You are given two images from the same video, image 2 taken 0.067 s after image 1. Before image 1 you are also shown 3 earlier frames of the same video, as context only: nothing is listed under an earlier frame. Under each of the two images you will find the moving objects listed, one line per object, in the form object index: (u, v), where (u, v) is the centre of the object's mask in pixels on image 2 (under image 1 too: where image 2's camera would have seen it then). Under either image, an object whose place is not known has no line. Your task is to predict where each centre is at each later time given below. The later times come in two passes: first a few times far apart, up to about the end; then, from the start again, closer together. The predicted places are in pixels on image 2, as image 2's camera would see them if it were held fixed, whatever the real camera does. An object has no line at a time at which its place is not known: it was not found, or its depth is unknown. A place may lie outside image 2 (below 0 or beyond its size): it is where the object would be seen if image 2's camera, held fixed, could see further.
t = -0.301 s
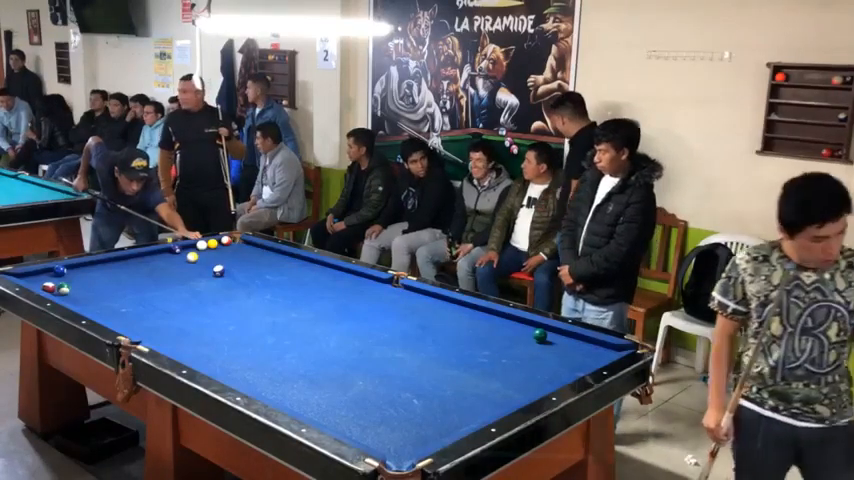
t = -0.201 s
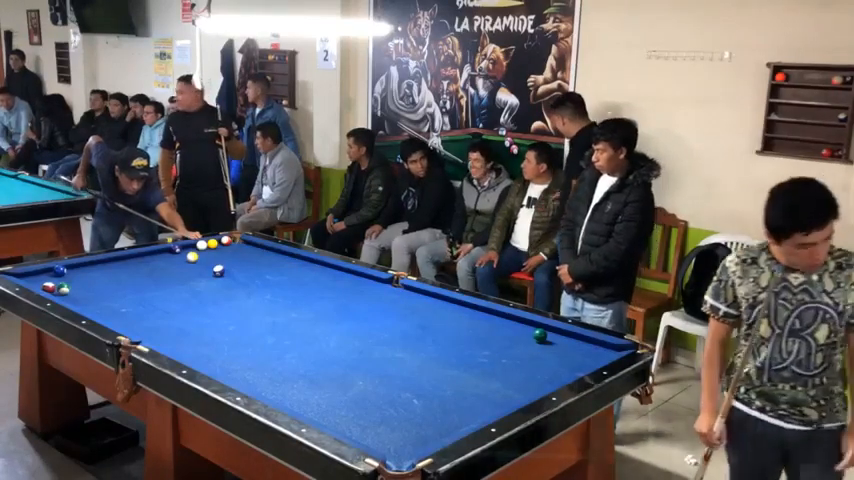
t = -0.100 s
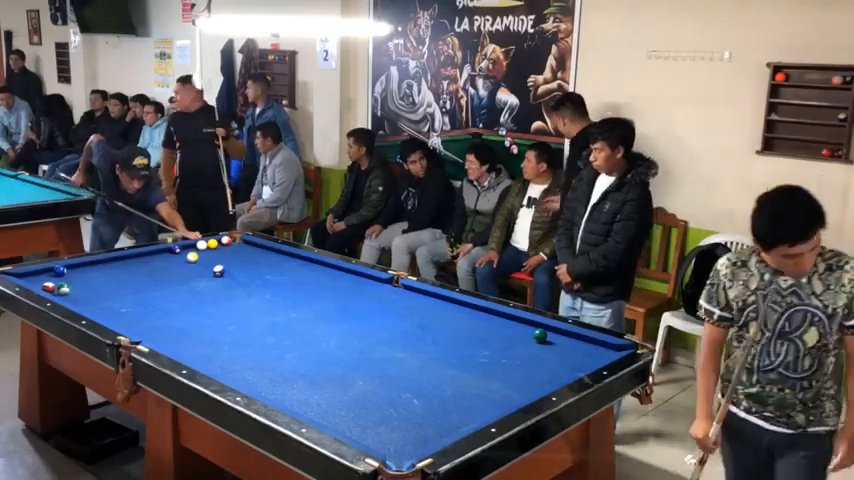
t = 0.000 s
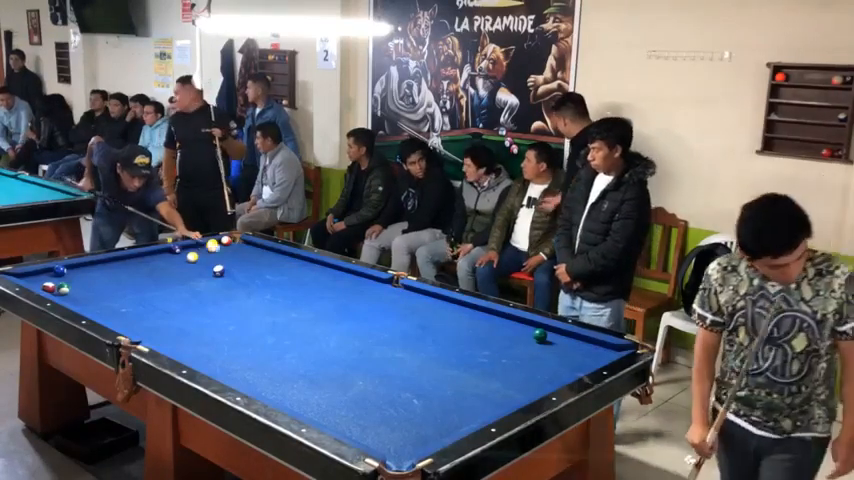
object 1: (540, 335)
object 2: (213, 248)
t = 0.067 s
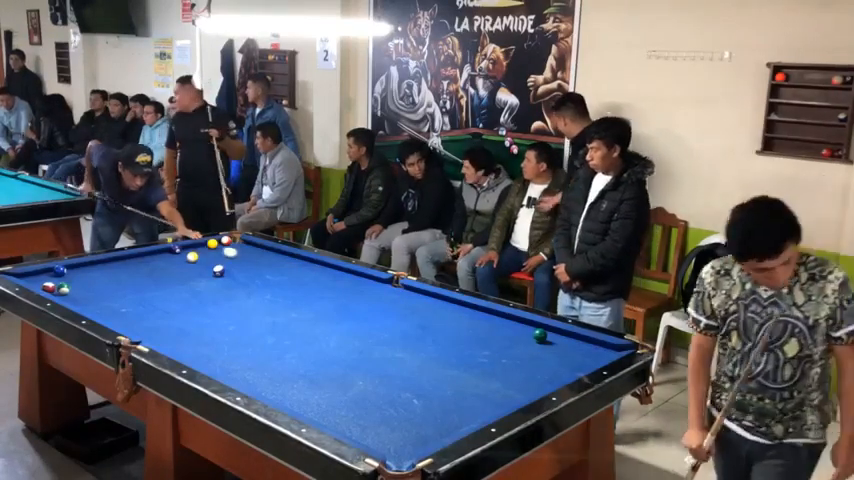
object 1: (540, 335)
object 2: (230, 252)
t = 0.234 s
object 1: (540, 335)
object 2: (275, 263)
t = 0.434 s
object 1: (540, 335)
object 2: (334, 279)
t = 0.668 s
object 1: (540, 335)
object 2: (413, 300)
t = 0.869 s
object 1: (540, 335)
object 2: (490, 320)
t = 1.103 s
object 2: (526, 333)
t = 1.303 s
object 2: (540, 341)
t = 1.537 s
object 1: (540, 327)
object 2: (558, 349)
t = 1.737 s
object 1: (508, 319)
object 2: (574, 357)
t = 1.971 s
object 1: (473, 311)
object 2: (581, 361)
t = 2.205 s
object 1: (439, 304)
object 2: (565, 359)
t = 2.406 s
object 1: (414, 298)
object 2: (551, 357)
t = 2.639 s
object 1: (385, 291)
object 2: (536, 355)
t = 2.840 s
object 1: (362, 286)
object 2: (524, 353)
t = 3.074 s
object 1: (336, 281)
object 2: (511, 351)
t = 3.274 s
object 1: (316, 276)
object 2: (502, 350)
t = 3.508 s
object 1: (293, 270)
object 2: (491, 348)
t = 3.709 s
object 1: (276, 267)
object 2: (482, 347)
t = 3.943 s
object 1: (257, 262)
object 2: (473, 346)
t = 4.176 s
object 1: (239, 258)
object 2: (465, 345)
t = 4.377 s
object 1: (225, 254)
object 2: (459, 344)
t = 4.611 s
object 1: (208, 251)
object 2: (452, 343)
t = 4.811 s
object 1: (196, 246)
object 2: (448, 343)
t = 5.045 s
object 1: (194, 247)
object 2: (442, 342)
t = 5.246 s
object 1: (197, 249)
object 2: (440, 342)
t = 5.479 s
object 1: (203, 252)
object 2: (437, 342)
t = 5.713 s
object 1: (208, 254)
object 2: (435, 342)
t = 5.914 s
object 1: (213, 255)
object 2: (434, 341)
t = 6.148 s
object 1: (219, 258)
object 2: (434, 341)
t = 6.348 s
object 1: (223, 259)
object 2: (434, 341)
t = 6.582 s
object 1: (227, 261)
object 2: (434, 341)
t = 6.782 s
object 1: (229, 262)
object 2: (434, 341)
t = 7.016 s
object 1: (234, 263)
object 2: (434, 341)
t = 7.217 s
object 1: (237, 264)
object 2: (434, 341)
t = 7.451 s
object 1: (240, 265)
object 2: (434, 341)
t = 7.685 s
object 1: (242, 266)
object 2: (434, 341)
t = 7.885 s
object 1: (244, 266)
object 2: (434, 341)
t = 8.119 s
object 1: (246, 266)
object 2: (434, 341)
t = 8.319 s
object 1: (247, 266)
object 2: (434, 341)
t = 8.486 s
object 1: (248, 266)
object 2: (434, 341)
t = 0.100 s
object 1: (540, 335)
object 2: (238, 254)
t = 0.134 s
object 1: (540, 335)
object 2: (247, 256)
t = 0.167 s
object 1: (540, 335)
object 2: (256, 259)
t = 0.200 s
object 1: (540, 335)
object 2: (265, 261)
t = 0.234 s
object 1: (540, 335)
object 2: (275, 263)
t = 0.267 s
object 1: (540, 335)
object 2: (284, 266)
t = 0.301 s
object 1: (540, 335)
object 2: (294, 269)
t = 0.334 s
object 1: (540, 335)
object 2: (304, 271)
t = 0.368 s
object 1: (540, 335)
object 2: (314, 274)
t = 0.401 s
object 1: (540, 335)
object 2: (324, 277)
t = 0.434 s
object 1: (540, 335)
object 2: (334, 279)
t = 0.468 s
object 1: (540, 335)
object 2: (345, 282)
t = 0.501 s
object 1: (540, 335)
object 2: (356, 285)
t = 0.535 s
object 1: (540, 335)
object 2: (367, 288)
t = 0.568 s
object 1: (540, 335)
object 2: (378, 291)
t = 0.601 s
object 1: (540, 335)
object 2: (390, 294)
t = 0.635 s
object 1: (540, 335)
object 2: (401, 297)
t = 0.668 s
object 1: (540, 335)
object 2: (413, 300)
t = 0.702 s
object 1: (540, 335)
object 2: (425, 303)
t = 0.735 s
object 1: (540, 335)
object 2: (438, 307)
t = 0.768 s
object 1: (540, 335)
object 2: (450, 310)
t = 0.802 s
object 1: (540, 335)
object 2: (463, 313)
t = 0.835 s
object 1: (540, 335)
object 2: (477, 317)
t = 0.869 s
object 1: (540, 335)
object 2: (490, 320)
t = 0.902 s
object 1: (540, 335)
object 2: (504, 324)
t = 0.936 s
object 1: (540, 335)
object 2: (518, 328)
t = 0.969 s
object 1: (548, 338)
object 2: (525, 331)
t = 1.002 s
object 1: (561, 340)
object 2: (524, 331)
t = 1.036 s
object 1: (574, 343)
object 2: (524, 332)
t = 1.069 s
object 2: (525, 333)
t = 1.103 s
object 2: (526, 333)
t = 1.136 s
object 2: (527, 334)
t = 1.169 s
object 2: (530, 336)
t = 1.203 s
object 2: (533, 337)
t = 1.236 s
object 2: (535, 338)
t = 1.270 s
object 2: (538, 339)
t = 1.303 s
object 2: (540, 341)
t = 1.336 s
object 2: (543, 341)
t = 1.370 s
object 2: (545, 343)
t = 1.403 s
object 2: (547, 344)
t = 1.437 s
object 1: (558, 331)
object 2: (550, 345)
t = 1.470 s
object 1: (553, 331)
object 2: (552, 346)
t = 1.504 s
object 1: (547, 329)
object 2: (555, 348)
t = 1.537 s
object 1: (540, 327)
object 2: (558, 349)
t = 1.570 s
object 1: (535, 326)
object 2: (561, 351)
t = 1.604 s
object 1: (530, 324)
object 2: (563, 352)
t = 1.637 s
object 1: (524, 323)
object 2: (566, 353)
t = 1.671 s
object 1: (519, 322)
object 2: (568, 354)
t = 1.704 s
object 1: (513, 321)
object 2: (571, 355)
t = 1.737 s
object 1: (508, 319)
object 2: (574, 357)
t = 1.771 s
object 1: (502, 318)
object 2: (576, 358)
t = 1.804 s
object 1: (498, 317)
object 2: (580, 359)
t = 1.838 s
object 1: (493, 316)
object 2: (581, 360)
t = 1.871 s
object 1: (488, 315)
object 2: (584, 361)
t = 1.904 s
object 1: (483, 313)
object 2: (586, 362)
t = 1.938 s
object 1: (477, 312)
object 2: (584, 362)
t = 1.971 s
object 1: (473, 311)
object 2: (581, 361)
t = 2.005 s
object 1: (468, 310)
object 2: (579, 361)
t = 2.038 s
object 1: (463, 309)
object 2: (577, 361)
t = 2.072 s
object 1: (458, 308)
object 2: (574, 361)
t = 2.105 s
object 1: (454, 307)
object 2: (572, 360)
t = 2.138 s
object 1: (449, 306)
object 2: (569, 360)
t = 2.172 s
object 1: (444, 305)
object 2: (567, 359)
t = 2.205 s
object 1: (439, 304)
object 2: (565, 359)
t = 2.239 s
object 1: (434, 303)
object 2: (562, 359)
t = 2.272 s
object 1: (431, 302)
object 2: (560, 359)
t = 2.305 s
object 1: (426, 301)
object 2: (558, 359)
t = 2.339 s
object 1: (421, 300)
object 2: (555, 358)
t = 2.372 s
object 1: (417, 299)
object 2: (553, 358)
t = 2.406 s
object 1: (414, 298)
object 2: (551, 357)
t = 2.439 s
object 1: (408, 296)
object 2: (549, 357)
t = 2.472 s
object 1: (404, 296)
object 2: (546, 357)
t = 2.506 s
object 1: (401, 295)
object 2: (544, 357)
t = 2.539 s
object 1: (396, 294)
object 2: (542, 356)
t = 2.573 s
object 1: (393, 293)
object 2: (540, 356)
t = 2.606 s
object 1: (389, 292)
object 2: (538, 355)
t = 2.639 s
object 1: (385, 291)
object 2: (536, 355)
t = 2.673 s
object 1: (381, 291)
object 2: (534, 355)
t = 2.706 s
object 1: (376, 289)
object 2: (532, 354)
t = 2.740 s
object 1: (373, 289)
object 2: (530, 354)
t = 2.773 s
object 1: (369, 288)
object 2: (528, 354)
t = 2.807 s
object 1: (365, 287)
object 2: (526, 353)
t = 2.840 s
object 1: (362, 286)
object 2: (524, 353)
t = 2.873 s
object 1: (358, 285)
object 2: (522, 353)
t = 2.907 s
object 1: (354, 285)
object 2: (520, 353)
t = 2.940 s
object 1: (350, 284)
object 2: (518, 352)
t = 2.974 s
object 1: (347, 283)
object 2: (517, 352)
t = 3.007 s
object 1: (344, 282)
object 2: (515, 352)
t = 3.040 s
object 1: (340, 281)
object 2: (513, 351)
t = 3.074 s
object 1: (336, 281)
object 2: (511, 351)
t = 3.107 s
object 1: (333, 280)
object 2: (510, 351)
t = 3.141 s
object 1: (329, 279)
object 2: (508, 351)
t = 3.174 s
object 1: (326, 278)
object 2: (506, 350)
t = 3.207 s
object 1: (322, 277)
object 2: (504, 350)
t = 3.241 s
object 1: (319, 277)
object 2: (503, 350)
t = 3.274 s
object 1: (316, 276)
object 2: (502, 350)
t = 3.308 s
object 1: (313, 275)
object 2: (500, 349)
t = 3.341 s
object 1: (310, 275)
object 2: (498, 349)
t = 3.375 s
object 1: (306, 274)
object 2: (496, 349)
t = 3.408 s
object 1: (303, 273)
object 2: (495, 348)
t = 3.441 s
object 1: (300, 273)
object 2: (493, 348)
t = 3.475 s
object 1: (296, 271)
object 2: (492, 348)
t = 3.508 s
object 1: (293, 270)
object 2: (491, 348)
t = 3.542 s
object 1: (291, 270)
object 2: (489, 348)
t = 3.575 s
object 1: (288, 270)
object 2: (488, 347)
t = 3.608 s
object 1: (285, 269)
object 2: (486, 348)
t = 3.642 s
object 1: (282, 268)
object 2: (485, 347)
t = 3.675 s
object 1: (279, 268)
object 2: (483, 347)
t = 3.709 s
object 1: (276, 267)
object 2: (482, 347)
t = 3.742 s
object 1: (273, 266)
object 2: (481, 347)
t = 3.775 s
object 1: (270, 265)
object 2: (479, 346)
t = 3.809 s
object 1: (267, 265)
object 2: (478, 346)
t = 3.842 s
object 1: (265, 264)
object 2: (477, 346)
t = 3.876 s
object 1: (263, 263)
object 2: (476, 346)
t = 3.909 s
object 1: (259, 263)
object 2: (474, 346)
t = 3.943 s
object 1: (257, 262)
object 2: (473, 346)
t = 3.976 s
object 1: (254, 262)
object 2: (472, 346)
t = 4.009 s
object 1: (252, 261)
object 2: (471, 346)
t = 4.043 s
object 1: (250, 261)
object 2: (469, 346)
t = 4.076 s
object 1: (246, 259)
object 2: (469, 345)
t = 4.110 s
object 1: (243, 259)
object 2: (467, 345)
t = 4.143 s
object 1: (241, 258)
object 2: (466, 345)
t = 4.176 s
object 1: (239, 258)
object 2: (465, 345)
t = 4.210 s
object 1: (237, 257)
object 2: (464, 345)
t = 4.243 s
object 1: (234, 257)
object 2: (463, 345)
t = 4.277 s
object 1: (232, 257)
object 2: (462, 345)
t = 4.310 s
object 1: (229, 256)
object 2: (461, 345)
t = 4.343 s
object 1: (228, 255)
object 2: (460, 344)
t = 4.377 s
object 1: (225, 254)
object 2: (459, 344)
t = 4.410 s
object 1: (221, 254)
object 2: (458, 344)
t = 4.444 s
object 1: (220, 253)
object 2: (457, 344)
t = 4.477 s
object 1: (218, 253)
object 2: (456, 344)
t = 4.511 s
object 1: (217, 252)
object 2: (455, 344)
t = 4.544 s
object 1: (214, 252)
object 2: (454, 344)
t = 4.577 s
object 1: (212, 251)
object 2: (453, 343)
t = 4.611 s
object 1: (208, 251)
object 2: (452, 343)
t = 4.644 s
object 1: (205, 251)
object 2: (452, 343)
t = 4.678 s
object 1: (204, 250)
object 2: (451, 343)
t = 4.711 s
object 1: (203, 249)
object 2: (450, 343)
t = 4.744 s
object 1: (200, 248)
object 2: (449, 343)
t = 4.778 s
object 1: (198, 246)
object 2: (448, 343)
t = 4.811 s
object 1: (196, 246)
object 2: (448, 343)
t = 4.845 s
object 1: (194, 246)
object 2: (447, 342)
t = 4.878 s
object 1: (192, 246)
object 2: (446, 342)
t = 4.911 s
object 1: (191, 246)
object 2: (446, 342)
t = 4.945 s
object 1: (192, 246)
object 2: (445, 342)
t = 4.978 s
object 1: (191, 246)
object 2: (444, 342)
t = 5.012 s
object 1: (193, 246)
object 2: (444, 342)
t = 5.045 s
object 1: (194, 247)
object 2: (442, 342)
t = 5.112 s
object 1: (194, 247)
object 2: (442, 342)
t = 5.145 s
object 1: (195, 248)
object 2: (441, 342)
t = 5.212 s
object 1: (196, 248)
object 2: (440, 342)
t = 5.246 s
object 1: (197, 249)
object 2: (440, 342)
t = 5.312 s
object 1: (199, 250)
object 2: (439, 342)
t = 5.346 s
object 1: (200, 250)
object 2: (438, 342)
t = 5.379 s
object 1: (201, 252)
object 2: (438, 342)
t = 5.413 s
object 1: (202, 252)
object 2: (438, 342)
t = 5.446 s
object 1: (202, 252)
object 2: (437, 341)
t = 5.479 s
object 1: (203, 252)
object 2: (437, 342)
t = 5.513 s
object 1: (203, 252)
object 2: (437, 342)
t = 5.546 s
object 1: (204, 252)
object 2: (436, 342)
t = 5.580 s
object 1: (205, 252)
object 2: (436, 342)
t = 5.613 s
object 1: (208, 253)
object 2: (436, 342)
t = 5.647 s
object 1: (209, 254)
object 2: (435, 342)
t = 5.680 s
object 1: (209, 254)
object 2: (435, 342)
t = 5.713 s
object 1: (208, 254)
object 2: (435, 342)
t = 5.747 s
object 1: (208, 254)
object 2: (435, 341)
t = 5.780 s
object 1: (210, 255)
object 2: (435, 342)
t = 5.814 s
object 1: (211, 255)
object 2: (435, 342)
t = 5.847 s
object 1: (212, 255)
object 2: (435, 342)
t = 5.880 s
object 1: (212, 255)
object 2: (435, 342)
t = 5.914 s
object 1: (213, 255)
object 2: (434, 341)
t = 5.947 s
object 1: (213, 255)
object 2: (434, 341)
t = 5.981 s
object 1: (214, 256)
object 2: (434, 341)
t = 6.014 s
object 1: (215, 256)
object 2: (434, 341)
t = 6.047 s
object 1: (217, 257)
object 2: (434, 341)
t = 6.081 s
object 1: (217, 257)
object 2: (434, 341)
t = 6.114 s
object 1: (219, 258)
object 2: (434, 341)
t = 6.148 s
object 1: (219, 258)
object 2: (434, 341)
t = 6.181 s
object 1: (220, 258)
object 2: (434, 341)
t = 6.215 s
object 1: (220, 258)
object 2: (434, 341)
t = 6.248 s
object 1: (221, 258)
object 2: (434, 341)
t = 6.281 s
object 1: (221, 259)
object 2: (434, 341)
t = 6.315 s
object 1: (223, 259)
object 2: (434, 341)
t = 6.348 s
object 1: (223, 259)
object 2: (434, 341)
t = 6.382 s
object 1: (224, 259)
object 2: (434, 341)
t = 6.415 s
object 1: (224, 259)
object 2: (434, 341)
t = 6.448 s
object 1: (224, 260)
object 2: (434, 341)
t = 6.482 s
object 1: (225, 260)
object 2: (434, 341)
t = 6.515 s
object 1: (225, 260)
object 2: (434, 341)
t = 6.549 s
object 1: (227, 261)
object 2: (434, 341)
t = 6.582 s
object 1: (227, 261)
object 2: (434, 341)
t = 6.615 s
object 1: (227, 261)
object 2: (434, 341)
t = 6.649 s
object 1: (227, 261)
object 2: (434, 341)
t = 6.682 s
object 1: (228, 262)
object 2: (434, 341)
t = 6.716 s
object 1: (228, 262)
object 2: (434, 341)
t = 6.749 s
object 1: (229, 262)
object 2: (434, 341)
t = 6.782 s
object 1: (229, 262)
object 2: (434, 341)
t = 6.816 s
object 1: (231, 261)
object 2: (434, 341)
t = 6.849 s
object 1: (231, 262)
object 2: (434, 341)
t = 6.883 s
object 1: (232, 262)
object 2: (434, 341)
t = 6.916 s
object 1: (232, 262)
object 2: (434, 341)
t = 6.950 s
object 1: (233, 263)
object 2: (434, 341)
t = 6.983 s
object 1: (234, 263)
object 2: (434, 341)
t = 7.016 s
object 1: (234, 263)
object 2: (434, 341)
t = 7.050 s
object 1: (235, 263)
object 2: (434, 341)
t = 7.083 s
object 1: (235, 264)
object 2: (434, 341)
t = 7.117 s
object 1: (236, 264)
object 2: (434, 341)
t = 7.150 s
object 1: (236, 264)
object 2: (434, 341)
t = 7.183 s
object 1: (237, 264)
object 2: (434, 341)
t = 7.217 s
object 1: (237, 264)
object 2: (434, 341)
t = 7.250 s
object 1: (238, 264)
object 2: (434, 341)
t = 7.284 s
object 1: (238, 265)
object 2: (434, 341)
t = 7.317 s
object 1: (238, 265)
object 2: (434, 341)
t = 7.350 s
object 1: (239, 265)
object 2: (434, 341)
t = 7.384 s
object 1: (239, 265)
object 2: (434, 341)
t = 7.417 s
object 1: (240, 265)
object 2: (434, 341)
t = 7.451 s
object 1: (240, 265)
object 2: (434, 341)
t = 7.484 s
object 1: (241, 265)
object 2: (434, 341)
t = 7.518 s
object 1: (241, 265)
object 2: (434, 341)
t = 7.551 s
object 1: (241, 265)
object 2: (434, 341)
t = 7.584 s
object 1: (241, 265)
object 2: (434, 341)
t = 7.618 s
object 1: (242, 266)
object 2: (434, 341)
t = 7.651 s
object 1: (242, 265)
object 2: (434, 341)
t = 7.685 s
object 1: (242, 266)
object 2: (434, 341)
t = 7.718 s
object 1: (243, 266)
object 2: (434, 341)
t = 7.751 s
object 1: (243, 266)
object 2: (434, 341)
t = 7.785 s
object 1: (244, 266)
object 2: (434, 341)
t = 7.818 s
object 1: (244, 266)
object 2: (434, 341)
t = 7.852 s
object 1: (244, 266)
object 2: (434, 341)
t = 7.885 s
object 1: (244, 266)
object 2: (434, 341)
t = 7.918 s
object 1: (245, 266)
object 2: (434, 341)
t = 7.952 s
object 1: (245, 266)
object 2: (434, 341)
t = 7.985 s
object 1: (245, 266)
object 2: (434, 341)
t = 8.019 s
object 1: (245, 266)
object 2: (434, 341)
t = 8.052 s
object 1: (246, 266)
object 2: (434, 341)
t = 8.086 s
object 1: (246, 266)
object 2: (434, 341)
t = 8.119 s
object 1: (246, 266)
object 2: (434, 341)
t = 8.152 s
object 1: (246, 266)
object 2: (434, 341)
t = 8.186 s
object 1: (247, 266)
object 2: (434, 341)
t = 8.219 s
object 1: (247, 266)
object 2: (434, 341)
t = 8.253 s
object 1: (247, 266)
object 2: (434, 341)
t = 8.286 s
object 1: (247, 266)
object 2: (434, 341)
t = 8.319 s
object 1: (247, 266)
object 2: (434, 341)
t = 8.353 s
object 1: (247, 266)
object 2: (434, 341)
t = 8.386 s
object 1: (247, 266)
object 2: (434, 341)
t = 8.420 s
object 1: (247, 266)
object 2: (434, 341)
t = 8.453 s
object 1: (248, 266)
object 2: (434, 341)
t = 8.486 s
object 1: (248, 266)
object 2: (434, 341)
